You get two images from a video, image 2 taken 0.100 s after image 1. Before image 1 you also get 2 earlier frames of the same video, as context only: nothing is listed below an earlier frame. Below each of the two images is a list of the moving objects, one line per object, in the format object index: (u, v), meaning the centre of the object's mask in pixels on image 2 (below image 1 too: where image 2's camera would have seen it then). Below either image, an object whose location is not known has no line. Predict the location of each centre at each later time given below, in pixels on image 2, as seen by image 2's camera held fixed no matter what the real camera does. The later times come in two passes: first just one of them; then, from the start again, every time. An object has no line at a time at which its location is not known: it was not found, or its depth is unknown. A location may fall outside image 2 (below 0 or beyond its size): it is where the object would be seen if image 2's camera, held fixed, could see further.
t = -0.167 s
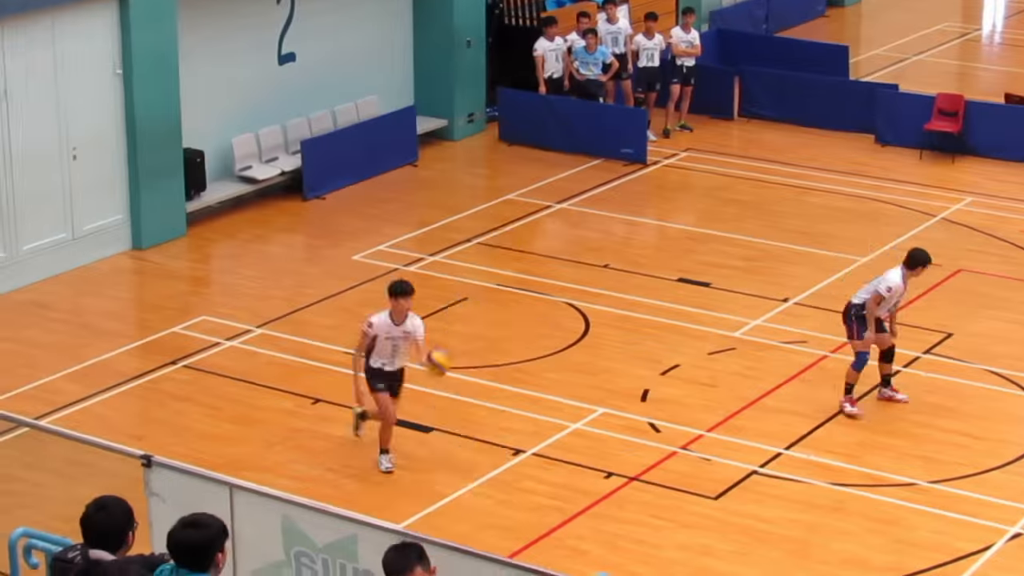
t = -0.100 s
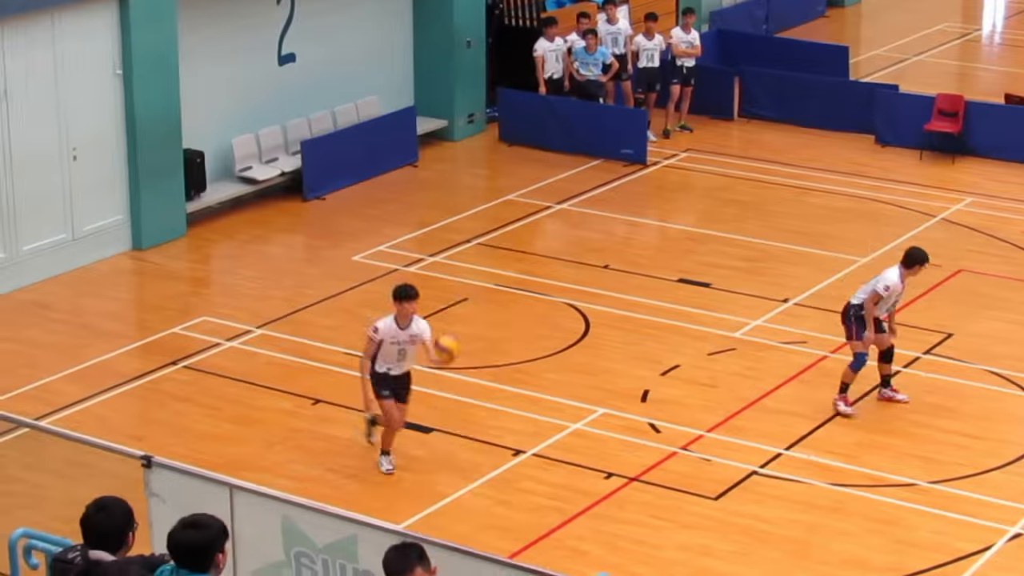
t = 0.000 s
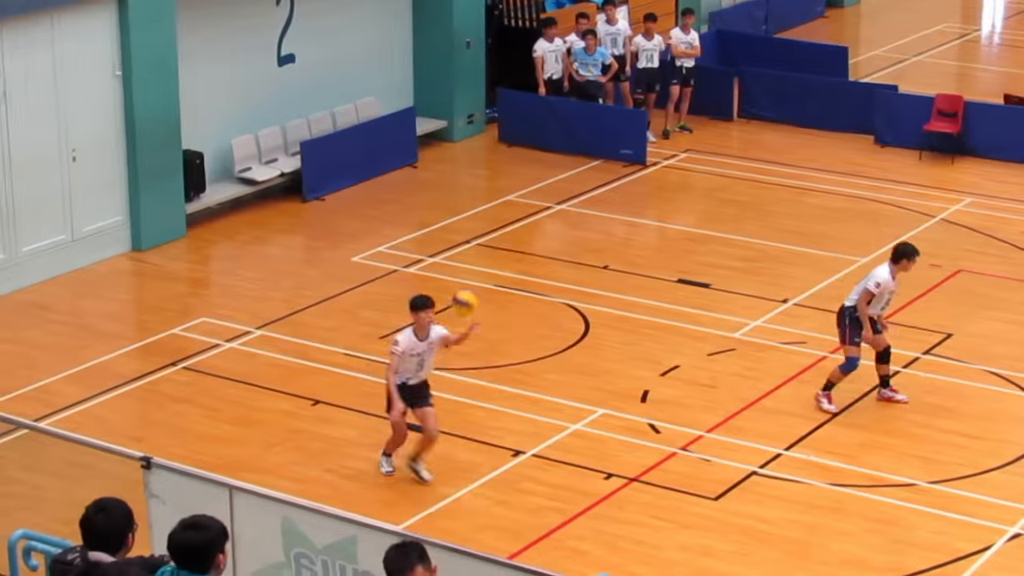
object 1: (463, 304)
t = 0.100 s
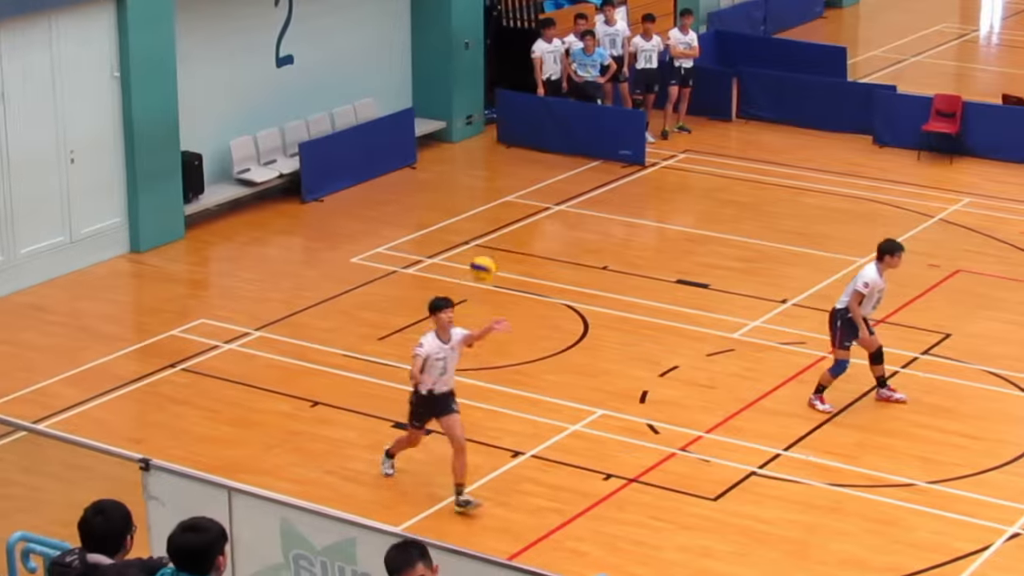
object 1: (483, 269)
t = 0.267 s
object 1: (515, 236)
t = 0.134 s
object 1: (489, 259)
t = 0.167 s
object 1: (496, 251)
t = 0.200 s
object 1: (502, 245)
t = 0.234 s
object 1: (509, 240)
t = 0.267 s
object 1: (515, 236)
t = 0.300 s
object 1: (522, 233)
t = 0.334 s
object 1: (529, 232)
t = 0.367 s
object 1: (536, 233)
